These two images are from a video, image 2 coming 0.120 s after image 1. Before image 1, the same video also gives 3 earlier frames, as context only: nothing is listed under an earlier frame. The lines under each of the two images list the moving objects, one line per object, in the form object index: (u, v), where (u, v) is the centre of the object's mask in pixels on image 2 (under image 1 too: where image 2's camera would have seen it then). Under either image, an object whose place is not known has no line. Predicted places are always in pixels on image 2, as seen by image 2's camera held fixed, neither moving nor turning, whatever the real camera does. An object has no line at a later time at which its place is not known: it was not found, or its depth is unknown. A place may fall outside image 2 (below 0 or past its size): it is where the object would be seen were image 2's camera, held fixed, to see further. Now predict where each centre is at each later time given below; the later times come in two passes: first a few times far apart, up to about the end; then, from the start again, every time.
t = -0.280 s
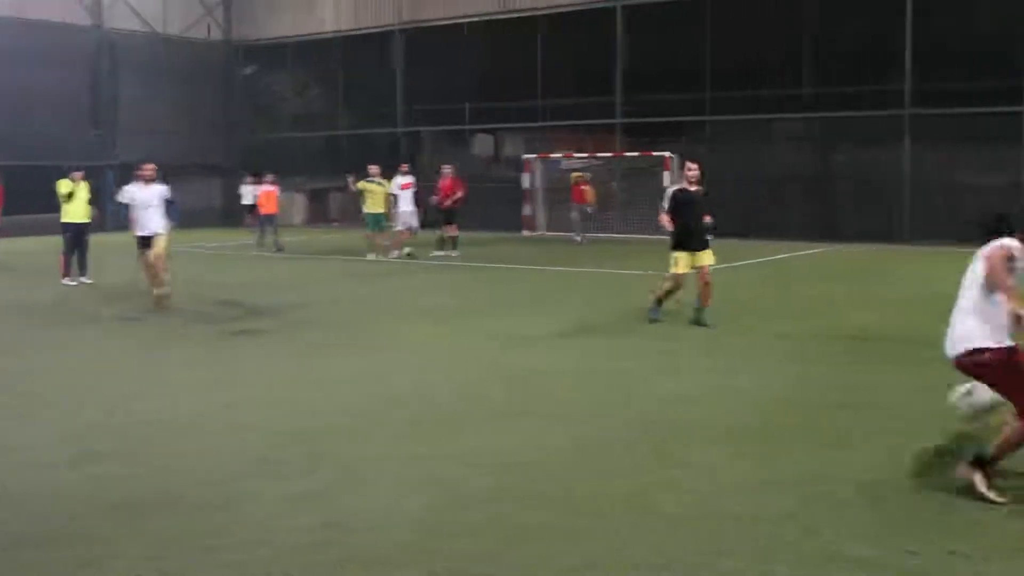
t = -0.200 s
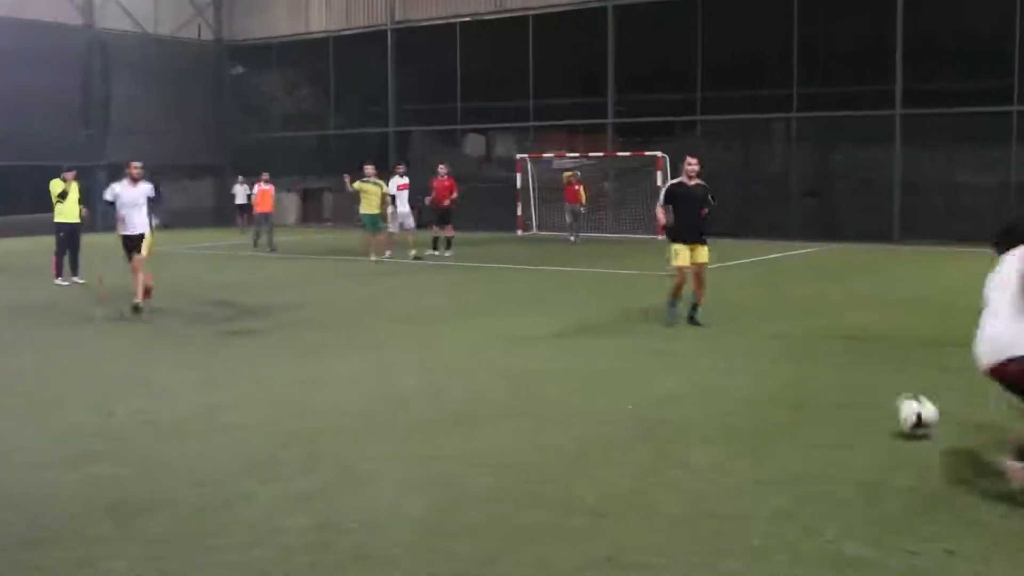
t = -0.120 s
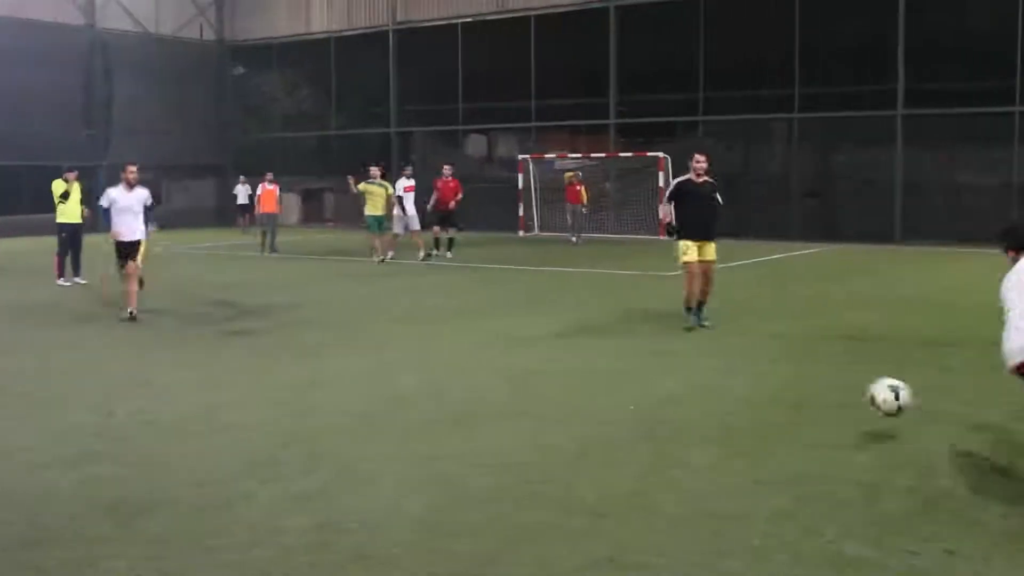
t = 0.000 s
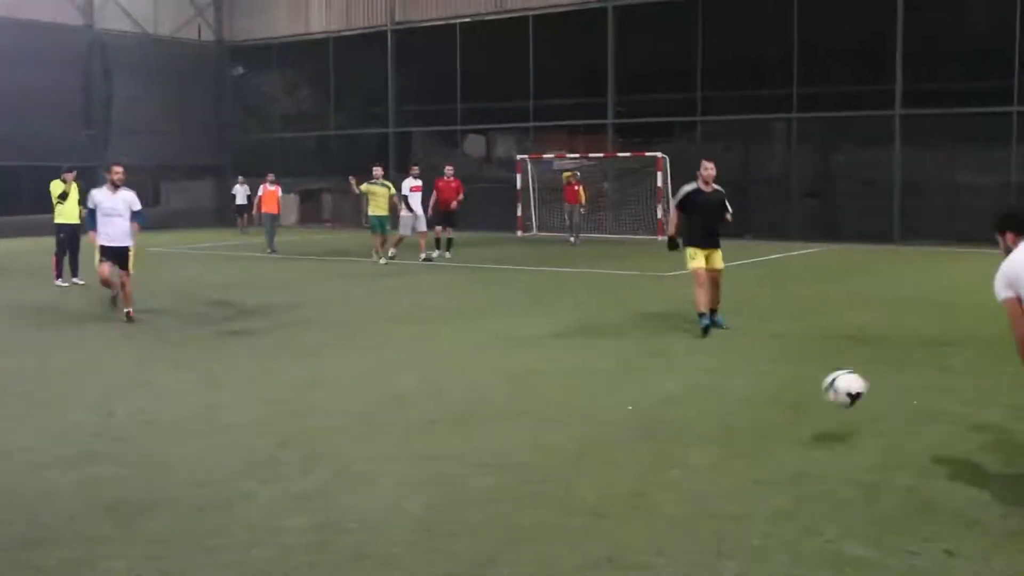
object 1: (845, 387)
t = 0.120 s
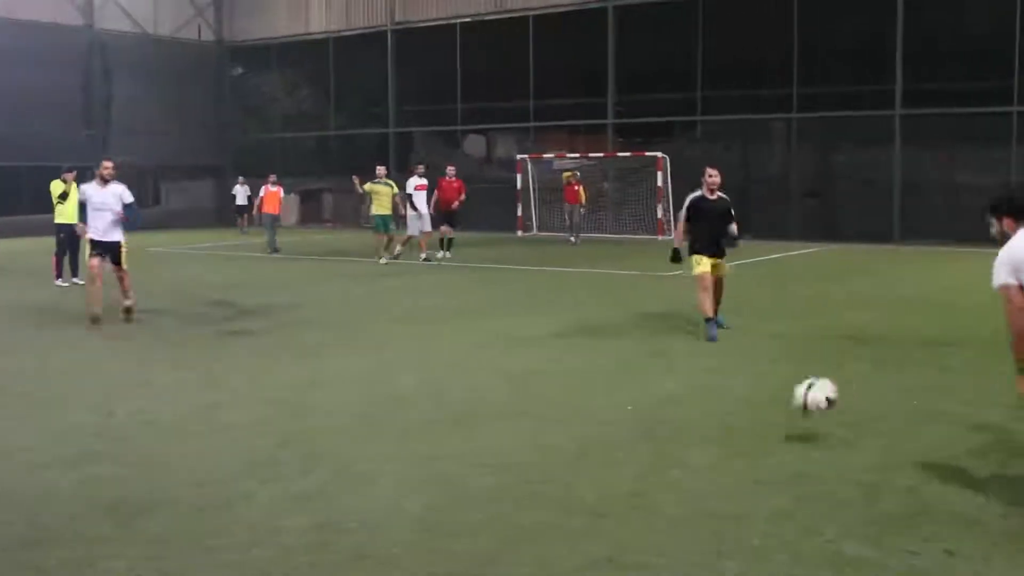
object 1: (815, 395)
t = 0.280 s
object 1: (760, 415)
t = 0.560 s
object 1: (673, 422)
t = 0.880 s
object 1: (572, 434)
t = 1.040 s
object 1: (523, 439)
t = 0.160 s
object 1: (801, 403)
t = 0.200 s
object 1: (786, 421)
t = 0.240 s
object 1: (771, 423)
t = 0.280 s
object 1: (760, 415)
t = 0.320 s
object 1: (747, 410)
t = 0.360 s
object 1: (736, 410)
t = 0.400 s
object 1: (725, 412)
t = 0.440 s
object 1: (712, 416)
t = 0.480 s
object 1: (699, 425)
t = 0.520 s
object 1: (687, 429)
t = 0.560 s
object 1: (673, 422)
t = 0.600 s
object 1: (660, 423)
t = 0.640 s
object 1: (648, 425)
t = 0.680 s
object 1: (636, 430)
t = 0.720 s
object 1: (624, 433)
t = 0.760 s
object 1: (611, 433)
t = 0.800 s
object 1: (600, 432)
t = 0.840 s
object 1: (586, 435)
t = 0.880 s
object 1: (572, 434)
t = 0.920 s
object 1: (562, 436)
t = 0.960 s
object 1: (548, 437)
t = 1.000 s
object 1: (536, 437)
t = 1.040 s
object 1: (523, 439)
